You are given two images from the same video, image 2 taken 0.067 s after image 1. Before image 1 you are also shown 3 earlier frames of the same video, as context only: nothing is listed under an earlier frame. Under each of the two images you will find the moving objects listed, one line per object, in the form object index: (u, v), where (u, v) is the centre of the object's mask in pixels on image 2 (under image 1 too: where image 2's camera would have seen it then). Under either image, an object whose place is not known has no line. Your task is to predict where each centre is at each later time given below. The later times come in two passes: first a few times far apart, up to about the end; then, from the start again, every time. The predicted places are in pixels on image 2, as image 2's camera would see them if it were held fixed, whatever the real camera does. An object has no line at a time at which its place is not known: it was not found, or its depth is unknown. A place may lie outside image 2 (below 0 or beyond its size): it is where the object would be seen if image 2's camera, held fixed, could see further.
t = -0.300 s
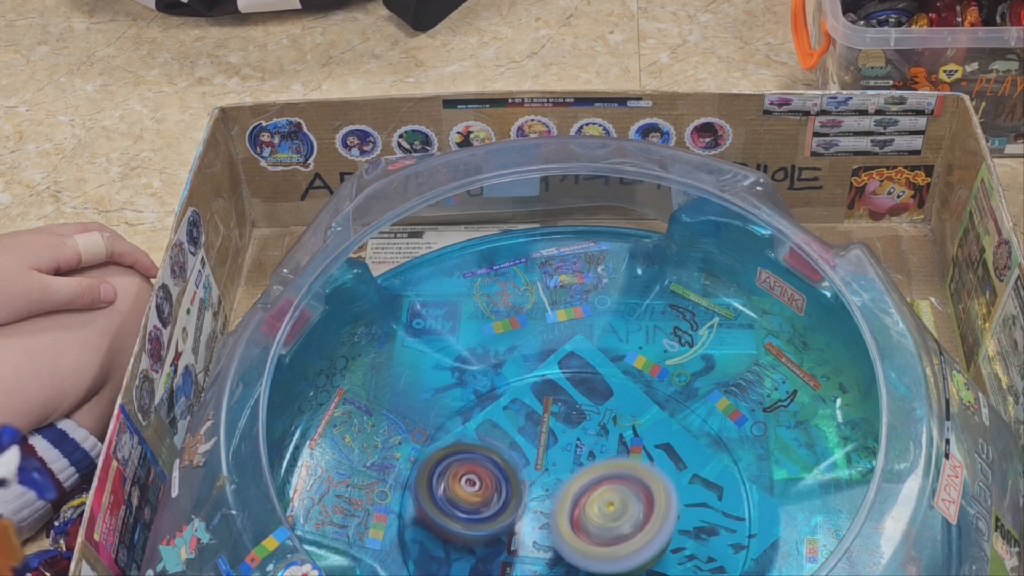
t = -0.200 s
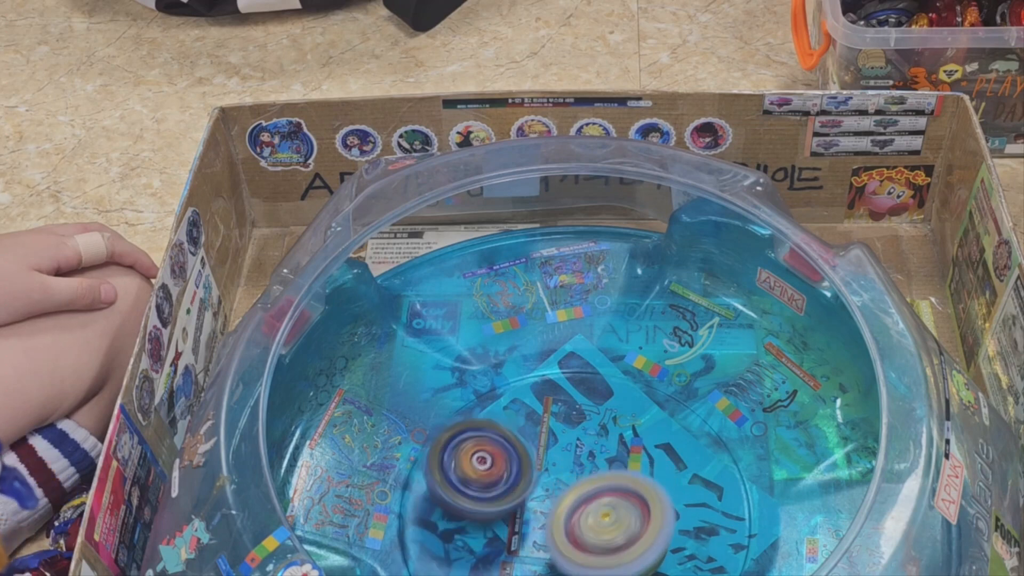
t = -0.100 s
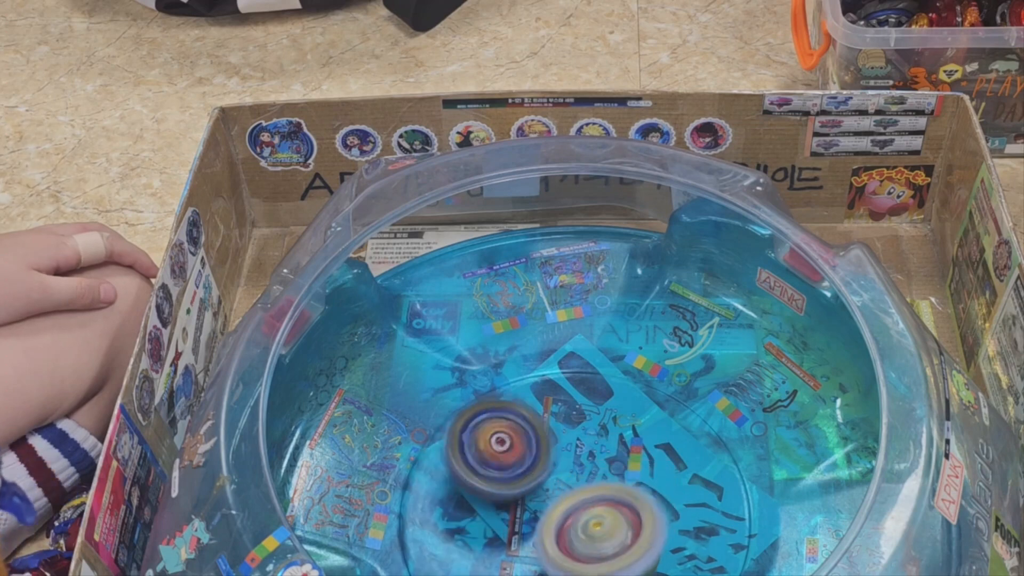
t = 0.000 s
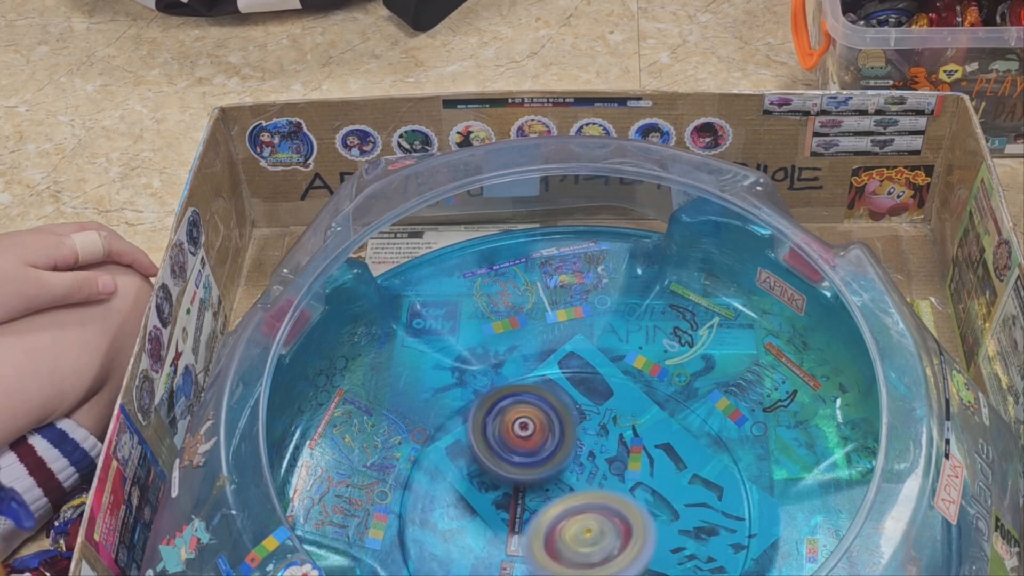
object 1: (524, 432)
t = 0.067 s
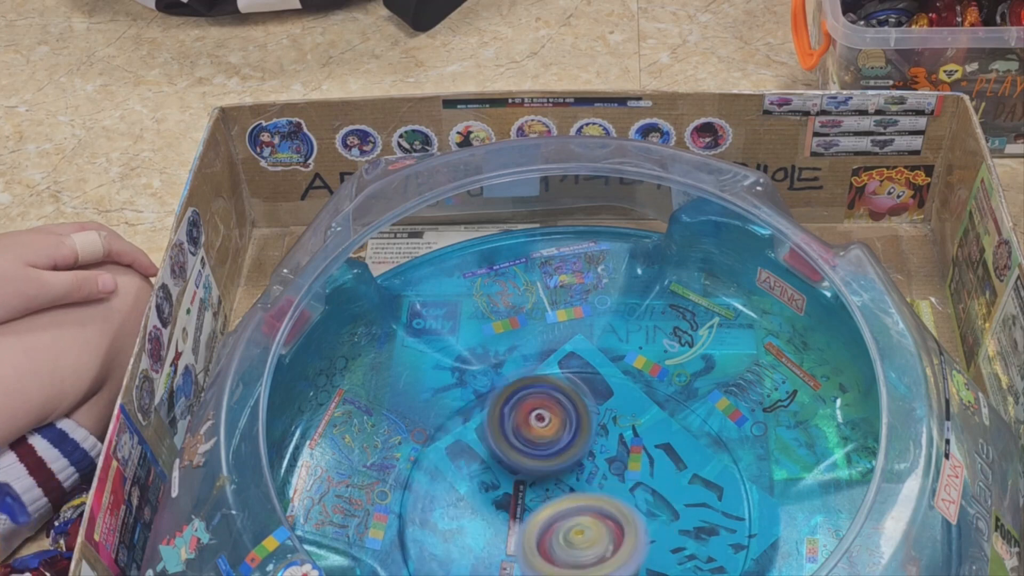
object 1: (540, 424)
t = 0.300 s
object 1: (590, 420)
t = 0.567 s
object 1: (632, 476)
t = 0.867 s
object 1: (664, 540)
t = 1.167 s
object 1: (619, 555)
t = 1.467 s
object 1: (533, 555)
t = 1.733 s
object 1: (480, 554)
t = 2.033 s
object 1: (483, 512)
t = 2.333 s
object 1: (498, 454)
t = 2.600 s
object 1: (554, 419)
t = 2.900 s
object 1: (602, 432)
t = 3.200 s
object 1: (656, 468)
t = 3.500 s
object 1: (625, 522)
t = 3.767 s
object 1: (558, 539)
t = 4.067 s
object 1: (497, 538)
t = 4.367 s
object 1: (520, 505)
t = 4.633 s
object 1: (547, 490)
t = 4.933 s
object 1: (588, 497)
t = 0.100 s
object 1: (549, 419)
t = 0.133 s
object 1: (557, 418)
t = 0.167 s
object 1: (568, 414)
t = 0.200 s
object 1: (574, 415)
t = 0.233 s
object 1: (582, 416)
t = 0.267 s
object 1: (590, 418)
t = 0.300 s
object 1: (590, 420)
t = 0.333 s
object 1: (595, 425)
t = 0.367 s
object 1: (603, 430)
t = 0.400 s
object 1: (610, 438)
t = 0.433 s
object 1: (613, 442)
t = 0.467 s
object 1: (618, 451)
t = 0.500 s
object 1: (625, 458)
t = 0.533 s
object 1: (625, 467)
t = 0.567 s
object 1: (632, 476)
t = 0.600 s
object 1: (637, 485)
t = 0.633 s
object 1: (643, 493)
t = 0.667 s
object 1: (648, 500)
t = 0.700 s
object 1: (654, 508)
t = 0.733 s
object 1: (657, 517)
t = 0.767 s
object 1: (659, 524)
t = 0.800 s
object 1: (662, 529)
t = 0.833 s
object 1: (663, 535)
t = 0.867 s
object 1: (664, 540)
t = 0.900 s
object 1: (664, 543)
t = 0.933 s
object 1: (662, 547)
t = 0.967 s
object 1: (660, 550)
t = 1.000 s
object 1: (658, 552)
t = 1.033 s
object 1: (653, 553)
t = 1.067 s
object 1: (648, 555)
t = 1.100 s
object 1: (640, 555)
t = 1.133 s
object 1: (629, 555)
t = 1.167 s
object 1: (619, 555)
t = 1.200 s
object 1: (611, 554)
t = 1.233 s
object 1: (596, 553)
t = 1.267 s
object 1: (589, 553)
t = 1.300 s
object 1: (580, 550)
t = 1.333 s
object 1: (570, 548)
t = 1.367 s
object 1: (561, 547)
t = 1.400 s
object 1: (549, 544)
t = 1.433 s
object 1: (540, 553)
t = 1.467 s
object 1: (533, 555)
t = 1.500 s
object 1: (523, 557)
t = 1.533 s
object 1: (514, 558)
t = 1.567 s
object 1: (508, 559)
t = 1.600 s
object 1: (500, 559)
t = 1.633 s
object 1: (493, 559)
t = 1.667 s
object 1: (487, 558)
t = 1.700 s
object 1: (484, 556)
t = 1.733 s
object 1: (480, 554)
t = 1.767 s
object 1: (478, 551)
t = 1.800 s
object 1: (477, 548)
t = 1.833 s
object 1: (476, 545)
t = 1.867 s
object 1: (476, 541)
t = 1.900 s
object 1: (480, 537)
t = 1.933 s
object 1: (484, 532)
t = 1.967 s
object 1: (488, 527)
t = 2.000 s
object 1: (492, 520)
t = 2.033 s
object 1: (483, 512)
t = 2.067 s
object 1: (479, 505)
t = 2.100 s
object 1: (477, 498)
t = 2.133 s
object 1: (476, 491)
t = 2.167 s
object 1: (478, 481)
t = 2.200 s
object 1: (479, 477)
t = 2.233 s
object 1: (484, 469)
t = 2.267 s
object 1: (487, 464)
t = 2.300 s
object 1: (492, 460)
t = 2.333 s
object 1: (498, 454)
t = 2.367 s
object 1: (505, 451)
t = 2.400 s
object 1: (514, 446)
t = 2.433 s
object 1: (523, 446)
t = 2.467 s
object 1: (533, 444)
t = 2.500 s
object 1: (536, 435)
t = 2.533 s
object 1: (541, 429)
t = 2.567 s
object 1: (547, 423)
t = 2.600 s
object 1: (554, 419)
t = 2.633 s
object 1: (561, 415)
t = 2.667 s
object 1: (568, 414)
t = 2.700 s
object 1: (575, 413)
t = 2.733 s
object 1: (580, 414)
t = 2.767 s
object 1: (586, 414)
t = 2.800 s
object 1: (589, 416)
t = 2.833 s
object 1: (593, 423)
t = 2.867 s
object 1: (593, 428)
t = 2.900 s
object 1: (602, 432)
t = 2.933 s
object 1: (610, 433)
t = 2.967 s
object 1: (617, 440)
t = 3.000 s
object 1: (620, 440)
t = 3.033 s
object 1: (629, 447)
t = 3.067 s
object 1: (639, 448)
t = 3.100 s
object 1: (644, 455)
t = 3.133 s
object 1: (648, 458)
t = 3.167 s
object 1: (652, 462)
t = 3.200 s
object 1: (656, 468)
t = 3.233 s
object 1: (657, 476)
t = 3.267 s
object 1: (658, 482)
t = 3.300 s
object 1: (655, 490)
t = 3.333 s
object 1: (653, 496)
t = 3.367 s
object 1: (649, 503)
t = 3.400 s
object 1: (645, 509)
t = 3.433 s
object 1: (639, 514)
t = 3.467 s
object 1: (631, 519)
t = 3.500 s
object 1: (625, 522)
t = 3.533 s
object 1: (618, 526)
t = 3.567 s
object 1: (608, 534)
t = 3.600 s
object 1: (600, 536)
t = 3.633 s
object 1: (593, 539)
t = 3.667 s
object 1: (584, 540)
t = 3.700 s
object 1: (575, 540)
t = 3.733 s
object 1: (565, 540)
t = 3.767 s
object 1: (558, 539)
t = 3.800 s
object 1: (550, 535)
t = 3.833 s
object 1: (537, 539)
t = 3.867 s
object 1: (525, 542)
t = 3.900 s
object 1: (508, 549)
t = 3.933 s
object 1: (501, 549)
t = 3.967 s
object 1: (500, 547)
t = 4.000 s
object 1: (493, 544)
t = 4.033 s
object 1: (496, 540)
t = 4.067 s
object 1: (497, 538)
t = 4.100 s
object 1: (500, 534)
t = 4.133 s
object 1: (504, 530)
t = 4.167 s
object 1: (510, 526)
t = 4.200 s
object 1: (519, 523)
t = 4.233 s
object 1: (524, 516)
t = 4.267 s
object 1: (534, 510)
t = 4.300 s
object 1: (526, 508)
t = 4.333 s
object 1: (521, 506)
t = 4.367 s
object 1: (520, 505)
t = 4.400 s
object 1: (520, 505)
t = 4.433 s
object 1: (523, 500)
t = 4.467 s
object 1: (526, 500)
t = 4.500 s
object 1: (529, 497)
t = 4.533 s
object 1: (536, 495)
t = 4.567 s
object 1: (538, 494)
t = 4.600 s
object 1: (540, 492)
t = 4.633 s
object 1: (547, 490)
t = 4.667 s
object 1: (551, 490)
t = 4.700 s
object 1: (555, 489)
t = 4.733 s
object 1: (560, 490)
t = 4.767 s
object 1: (567, 489)
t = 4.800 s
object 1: (575, 490)
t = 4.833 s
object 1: (580, 493)
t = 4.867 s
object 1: (580, 495)
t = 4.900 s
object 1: (584, 495)
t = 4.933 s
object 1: (588, 497)
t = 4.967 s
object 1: (596, 501)
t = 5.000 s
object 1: (598, 505)
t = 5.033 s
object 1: (599, 506)
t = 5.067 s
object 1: (604, 510)
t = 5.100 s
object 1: (607, 515)
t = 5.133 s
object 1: (608, 518)
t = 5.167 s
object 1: (608, 523)
